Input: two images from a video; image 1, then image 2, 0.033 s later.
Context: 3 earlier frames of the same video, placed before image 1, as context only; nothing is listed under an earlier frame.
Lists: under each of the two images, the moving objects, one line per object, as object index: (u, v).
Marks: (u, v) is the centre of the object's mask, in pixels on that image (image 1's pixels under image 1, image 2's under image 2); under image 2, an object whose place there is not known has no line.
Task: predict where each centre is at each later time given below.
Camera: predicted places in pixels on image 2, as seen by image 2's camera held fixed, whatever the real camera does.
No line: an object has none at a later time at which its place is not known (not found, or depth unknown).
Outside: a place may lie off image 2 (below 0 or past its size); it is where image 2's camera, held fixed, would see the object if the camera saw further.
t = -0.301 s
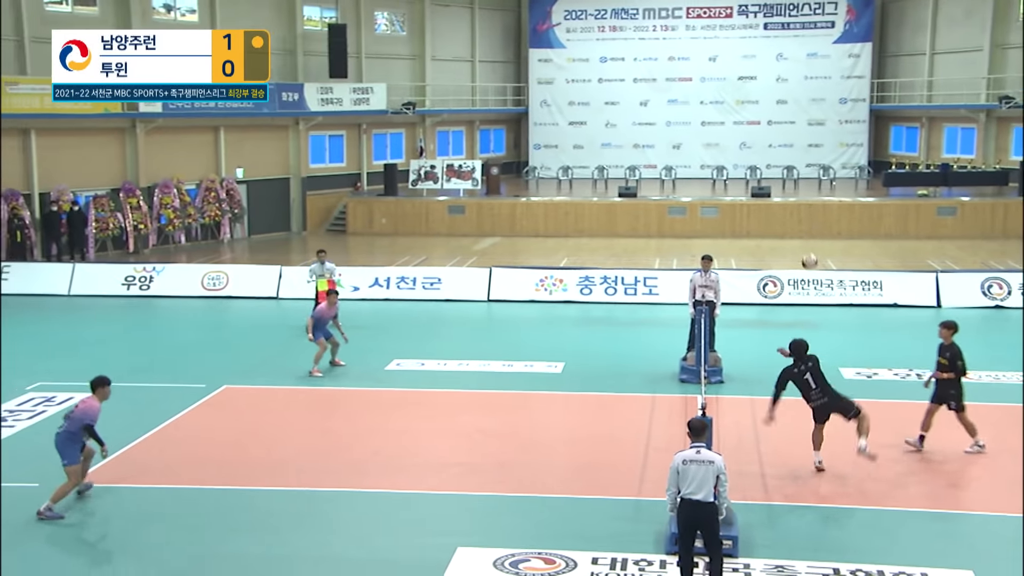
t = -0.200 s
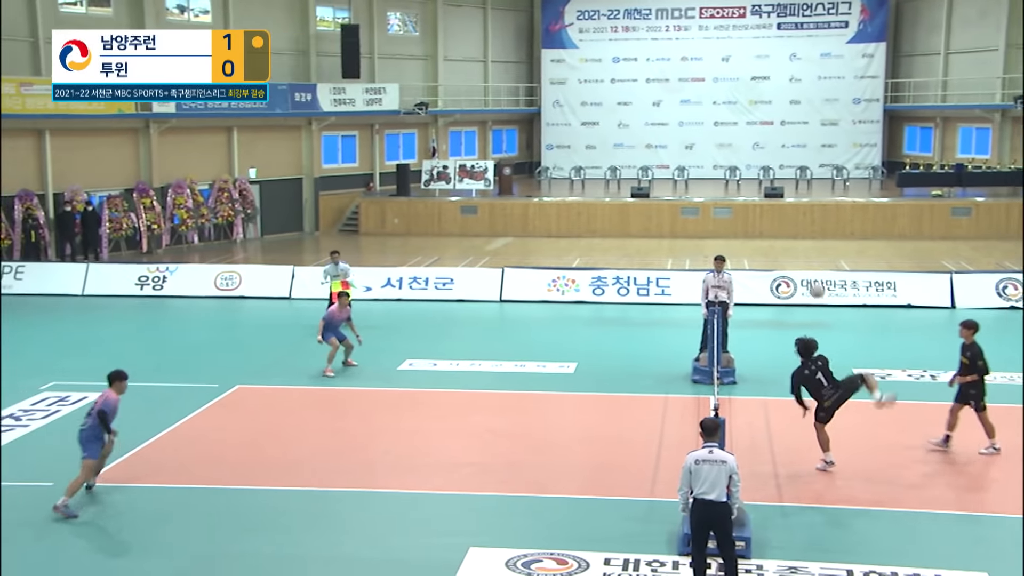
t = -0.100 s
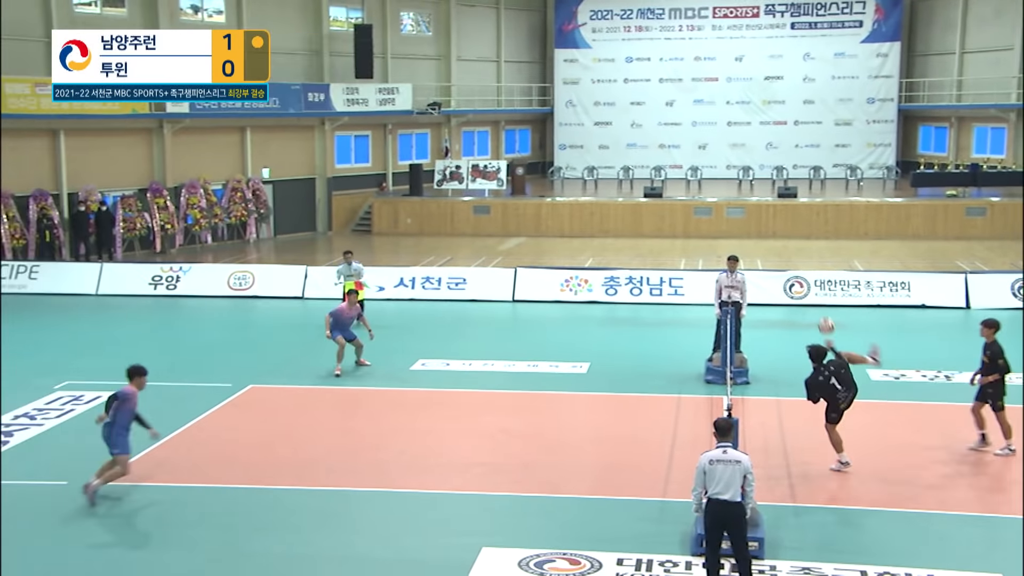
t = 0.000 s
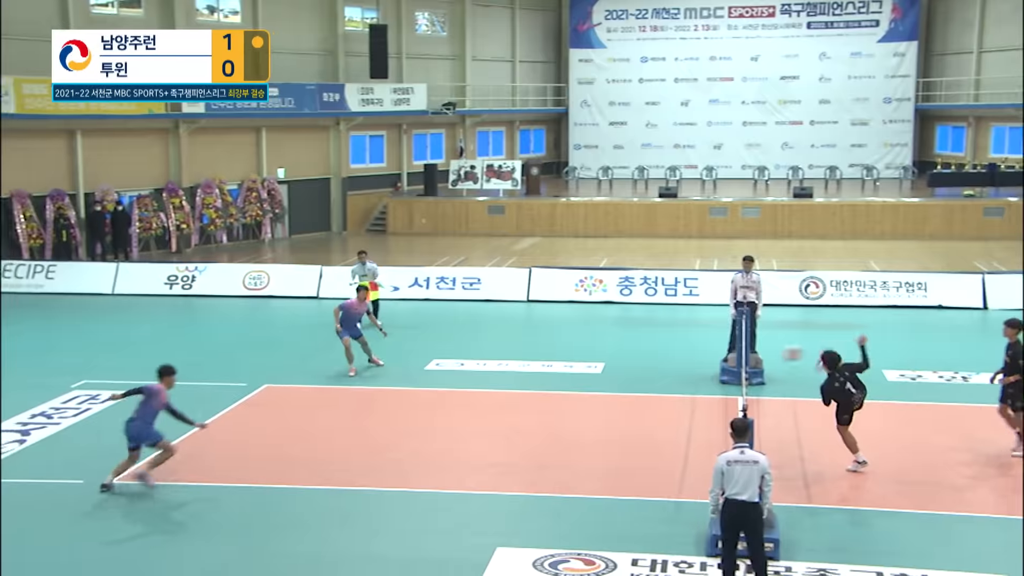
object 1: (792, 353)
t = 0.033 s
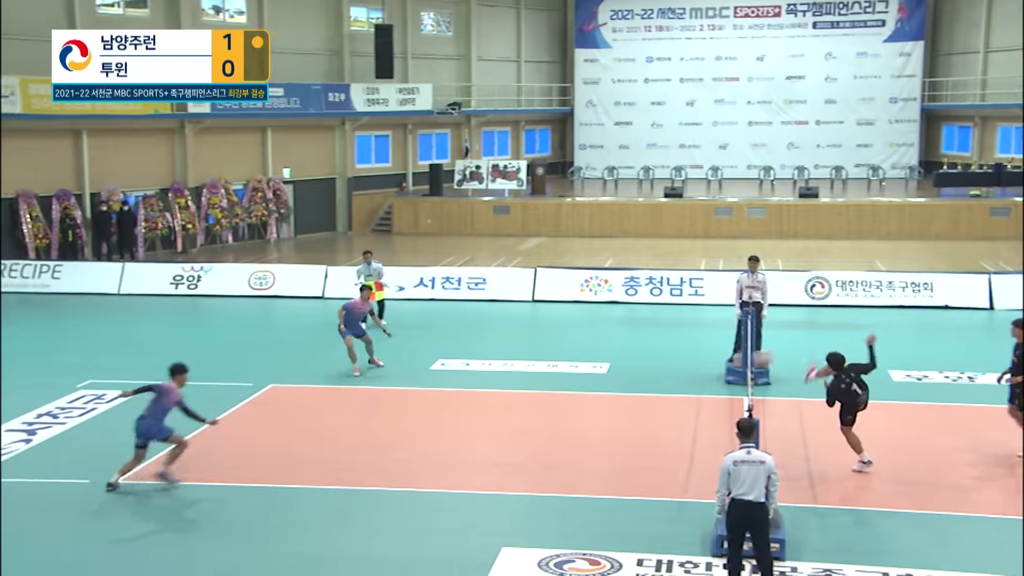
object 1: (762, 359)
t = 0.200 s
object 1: (606, 388)
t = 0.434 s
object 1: (451, 386)
